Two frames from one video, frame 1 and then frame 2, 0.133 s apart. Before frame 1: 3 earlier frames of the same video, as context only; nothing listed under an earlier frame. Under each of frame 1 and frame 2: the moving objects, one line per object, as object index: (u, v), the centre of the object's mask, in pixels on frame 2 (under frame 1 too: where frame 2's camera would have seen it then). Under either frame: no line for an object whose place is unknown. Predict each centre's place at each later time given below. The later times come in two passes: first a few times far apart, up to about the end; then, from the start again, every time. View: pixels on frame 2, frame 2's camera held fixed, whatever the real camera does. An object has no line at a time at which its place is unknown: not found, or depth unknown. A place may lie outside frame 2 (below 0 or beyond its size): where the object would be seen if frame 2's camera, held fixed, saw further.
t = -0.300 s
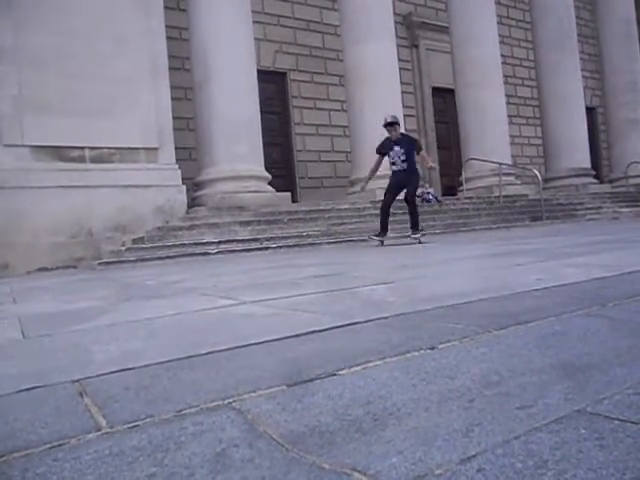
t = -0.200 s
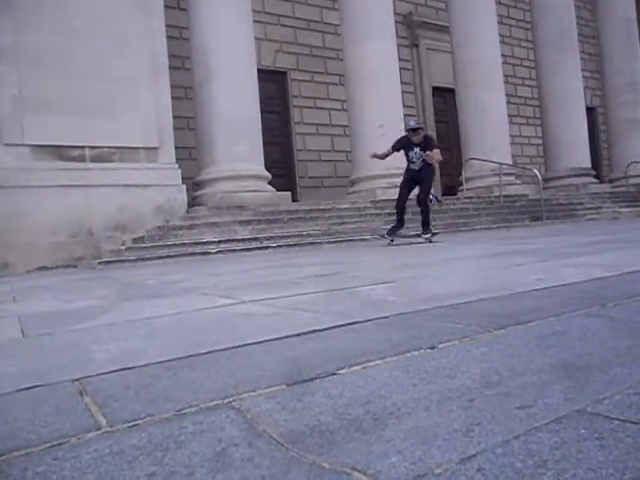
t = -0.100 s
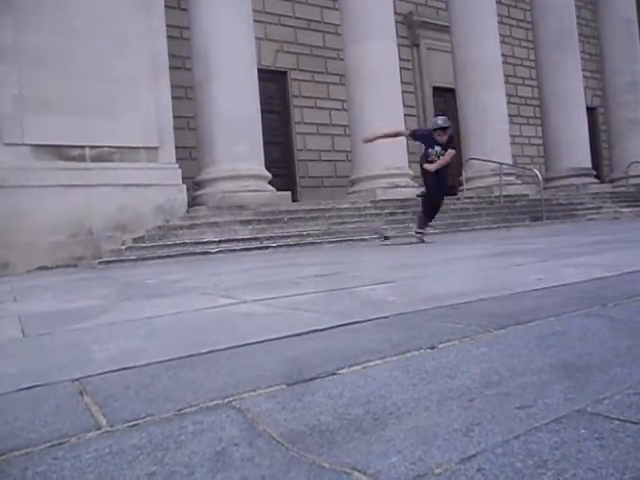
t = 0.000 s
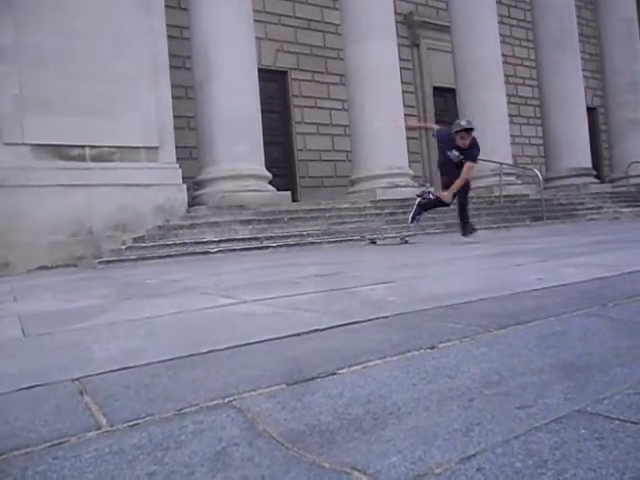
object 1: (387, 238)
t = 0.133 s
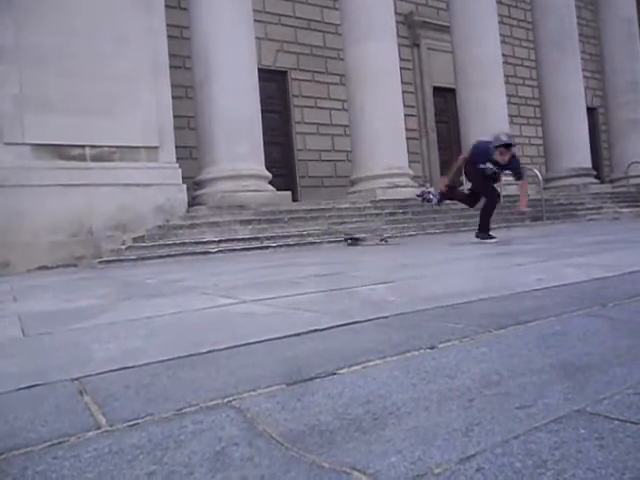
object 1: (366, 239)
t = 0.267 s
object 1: (370, 240)
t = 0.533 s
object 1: (383, 241)
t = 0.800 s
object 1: (393, 240)
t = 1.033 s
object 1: (405, 240)
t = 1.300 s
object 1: (417, 240)
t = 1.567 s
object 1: (431, 241)
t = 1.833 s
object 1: (445, 240)
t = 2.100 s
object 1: (461, 239)
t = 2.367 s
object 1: (480, 238)
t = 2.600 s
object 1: (497, 238)
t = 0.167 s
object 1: (366, 240)
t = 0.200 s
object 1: (367, 240)
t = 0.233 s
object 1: (368, 240)
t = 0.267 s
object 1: (370, 240)
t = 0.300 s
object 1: (372, 240)
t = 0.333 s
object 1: (376, 242)
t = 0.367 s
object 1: (377, 241)
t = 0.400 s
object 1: (378, 241)
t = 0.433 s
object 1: (379, 241)
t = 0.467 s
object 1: (381, 241)
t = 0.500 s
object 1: (381, 241)
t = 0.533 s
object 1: (383, 241)
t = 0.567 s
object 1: (384, 240)
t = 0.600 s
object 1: (386, 241)
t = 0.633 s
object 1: (387, 241)
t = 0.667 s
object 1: (388, 241)
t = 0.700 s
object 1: (388, 241)
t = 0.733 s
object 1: (391, 240)
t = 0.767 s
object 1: (392, 240)
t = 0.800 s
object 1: (393, 240)
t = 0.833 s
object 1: (395, 240)
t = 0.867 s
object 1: (397, 240)
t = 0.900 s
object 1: (399, 240)
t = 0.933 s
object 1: (400, 240)
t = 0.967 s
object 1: (402, 240)
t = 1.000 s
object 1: (403, 240)
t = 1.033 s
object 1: (405, 240)
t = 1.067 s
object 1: (407, 240)
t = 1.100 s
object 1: (408, 240)
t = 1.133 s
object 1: (410, 240)
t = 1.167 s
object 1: (411, 239)
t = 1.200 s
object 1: (412, 238)
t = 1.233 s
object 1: (414, 240)
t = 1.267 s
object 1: (415, 240)
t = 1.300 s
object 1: (417, 240)
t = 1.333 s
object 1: (419, 238)
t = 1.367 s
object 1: (422, 240)
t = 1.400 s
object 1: (423, 242)
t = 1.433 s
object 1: (425, 242)
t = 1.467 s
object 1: (426, 240)
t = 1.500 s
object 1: (428, 240)
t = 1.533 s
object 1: (428, 241)
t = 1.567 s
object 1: (431, 241)
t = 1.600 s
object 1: (433, 243)
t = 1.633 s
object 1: (433, 242)
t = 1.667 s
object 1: (436, 241)
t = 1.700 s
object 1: (437, 241)
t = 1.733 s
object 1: (439, 241)
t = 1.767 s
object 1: (441, 240)
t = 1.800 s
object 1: (444, 240)
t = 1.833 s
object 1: (445, 240)
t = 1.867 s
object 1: (447, 240)
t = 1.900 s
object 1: (448, 240)
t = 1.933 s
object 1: (451, 240)
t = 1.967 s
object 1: (452, 239)
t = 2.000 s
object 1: (455, 239)
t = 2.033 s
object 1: (457, 238)
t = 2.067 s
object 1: (459, 239)
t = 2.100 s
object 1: (461, 239)
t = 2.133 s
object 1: (463, 239)
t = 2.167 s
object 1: (465, 239)
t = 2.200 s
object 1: (470, 239)
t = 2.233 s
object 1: (470, 238)
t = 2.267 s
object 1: (472, 239)
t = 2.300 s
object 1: (475, 239)
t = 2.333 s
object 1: (478, 239)
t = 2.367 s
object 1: (480, 238)
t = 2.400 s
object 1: (482, 239)
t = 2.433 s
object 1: (484, 239)
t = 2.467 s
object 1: (487, 239)
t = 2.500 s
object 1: (490, 238)
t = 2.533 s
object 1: (493, 239)
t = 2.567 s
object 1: (494, 239)
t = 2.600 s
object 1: (497, 238)
